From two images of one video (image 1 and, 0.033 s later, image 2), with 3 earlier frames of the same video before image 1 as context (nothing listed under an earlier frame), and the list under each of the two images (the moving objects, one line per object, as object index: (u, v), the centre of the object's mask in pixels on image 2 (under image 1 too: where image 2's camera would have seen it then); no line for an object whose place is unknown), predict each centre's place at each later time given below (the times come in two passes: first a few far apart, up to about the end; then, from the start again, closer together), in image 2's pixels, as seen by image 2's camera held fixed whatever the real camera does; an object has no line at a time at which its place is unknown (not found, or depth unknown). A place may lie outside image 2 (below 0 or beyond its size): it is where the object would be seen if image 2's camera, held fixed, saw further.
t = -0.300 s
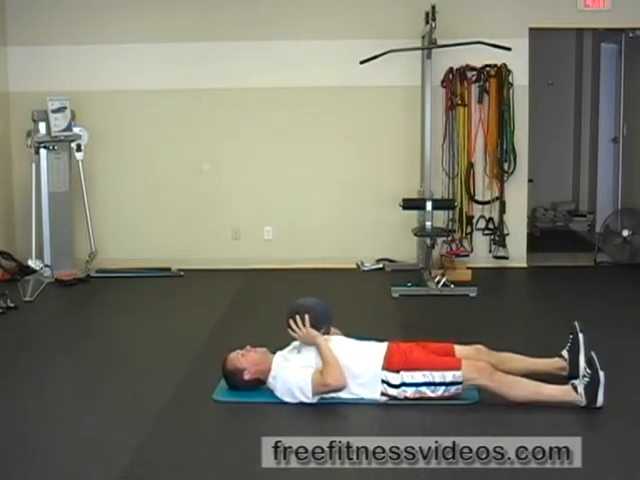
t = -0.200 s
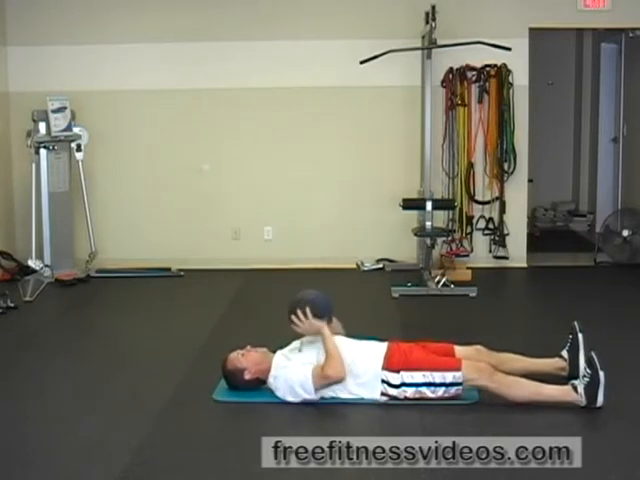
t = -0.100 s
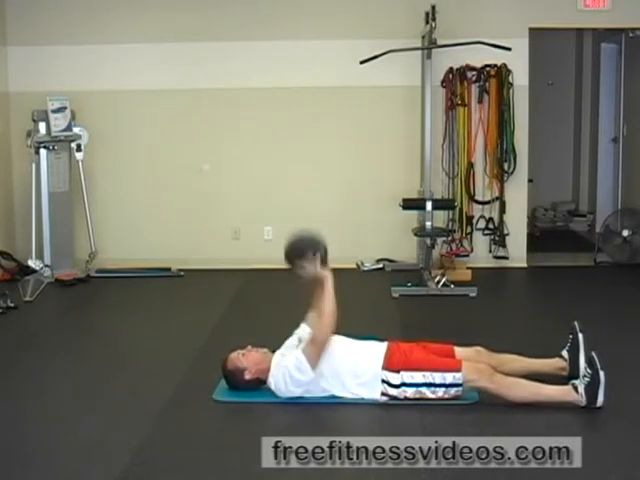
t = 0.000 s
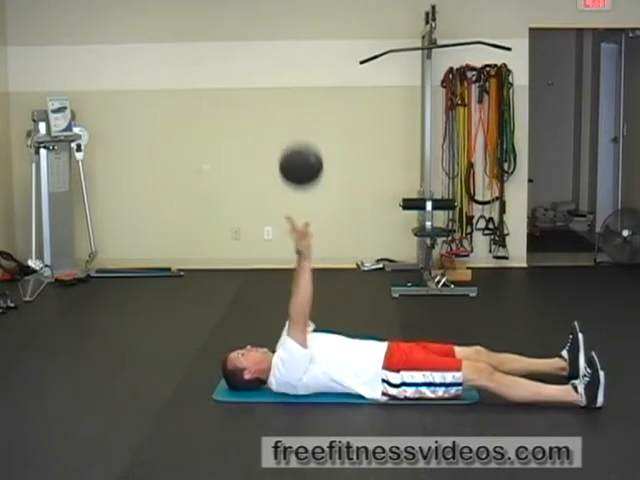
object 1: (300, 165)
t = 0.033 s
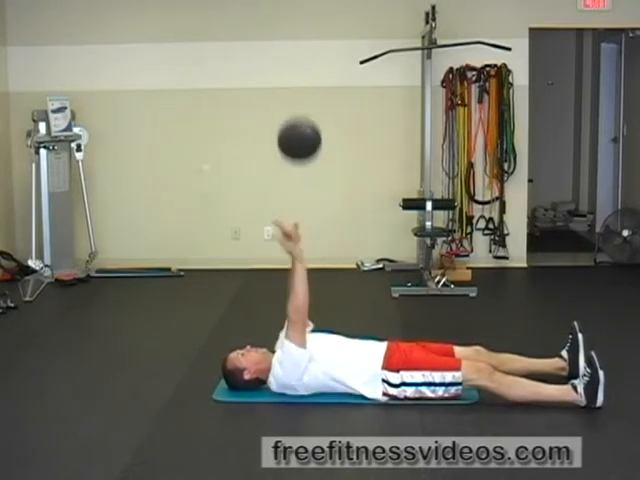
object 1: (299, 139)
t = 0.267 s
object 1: (289, 21)
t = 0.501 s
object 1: (280, 16)
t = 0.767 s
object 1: (272, 135)
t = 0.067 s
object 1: (298, 115)
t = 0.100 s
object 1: (296, 94)
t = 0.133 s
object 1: (295, 75)
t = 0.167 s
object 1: (293, 58)
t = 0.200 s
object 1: (292, 43)
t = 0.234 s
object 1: (290, 31)
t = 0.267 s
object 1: (289, 21)
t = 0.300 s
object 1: (288, 16)
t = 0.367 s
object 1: (285, 12)
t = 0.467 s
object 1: (281, 13)
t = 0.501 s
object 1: (280, 16)
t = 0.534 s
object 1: (279, 20)
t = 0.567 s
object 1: (278, 30)
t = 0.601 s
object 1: (277, 42)
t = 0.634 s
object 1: (276, 56)
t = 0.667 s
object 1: (275, 73)
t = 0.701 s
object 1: (274, 91)
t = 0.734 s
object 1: (273, 112)
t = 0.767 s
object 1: (272, 135)
